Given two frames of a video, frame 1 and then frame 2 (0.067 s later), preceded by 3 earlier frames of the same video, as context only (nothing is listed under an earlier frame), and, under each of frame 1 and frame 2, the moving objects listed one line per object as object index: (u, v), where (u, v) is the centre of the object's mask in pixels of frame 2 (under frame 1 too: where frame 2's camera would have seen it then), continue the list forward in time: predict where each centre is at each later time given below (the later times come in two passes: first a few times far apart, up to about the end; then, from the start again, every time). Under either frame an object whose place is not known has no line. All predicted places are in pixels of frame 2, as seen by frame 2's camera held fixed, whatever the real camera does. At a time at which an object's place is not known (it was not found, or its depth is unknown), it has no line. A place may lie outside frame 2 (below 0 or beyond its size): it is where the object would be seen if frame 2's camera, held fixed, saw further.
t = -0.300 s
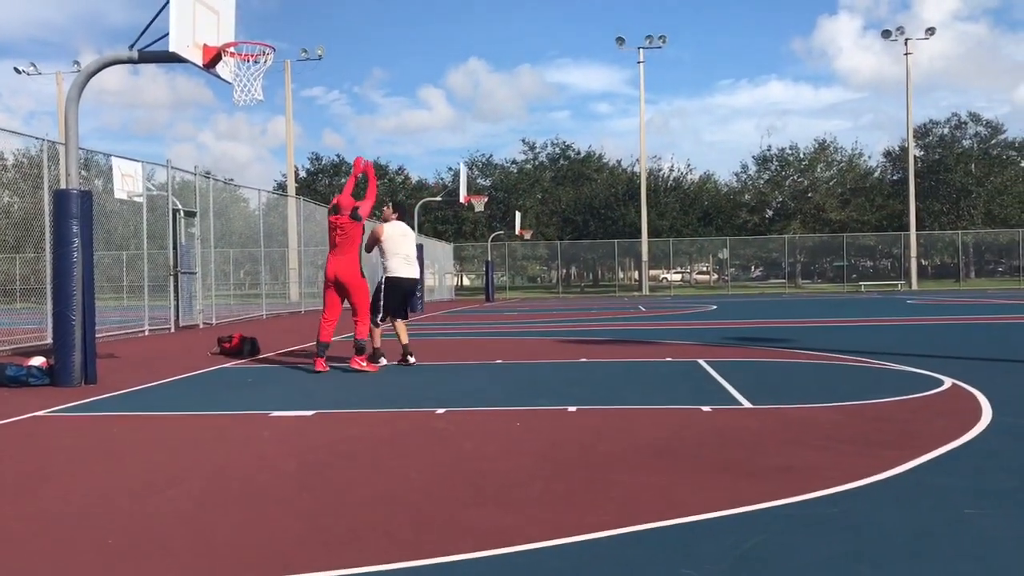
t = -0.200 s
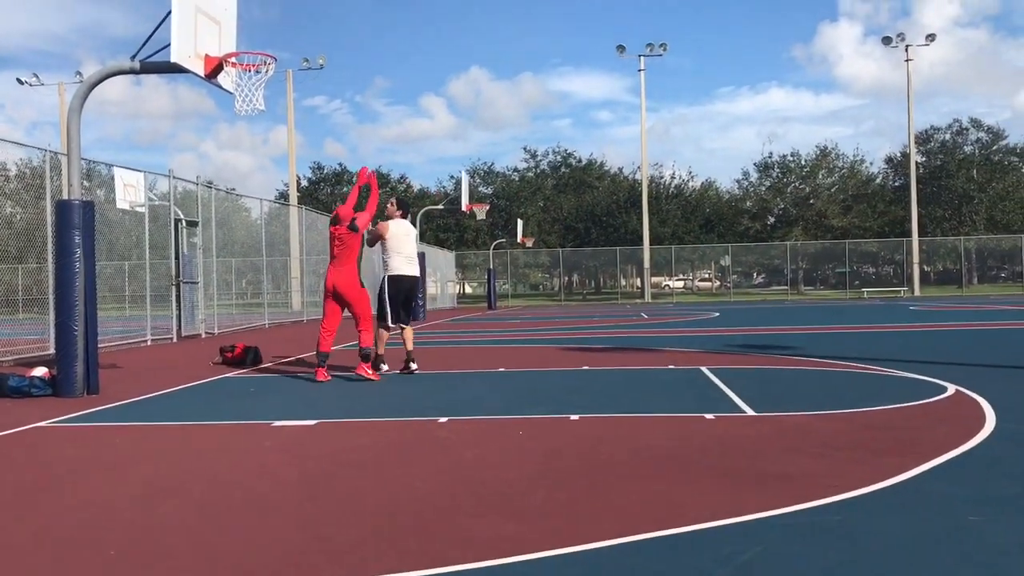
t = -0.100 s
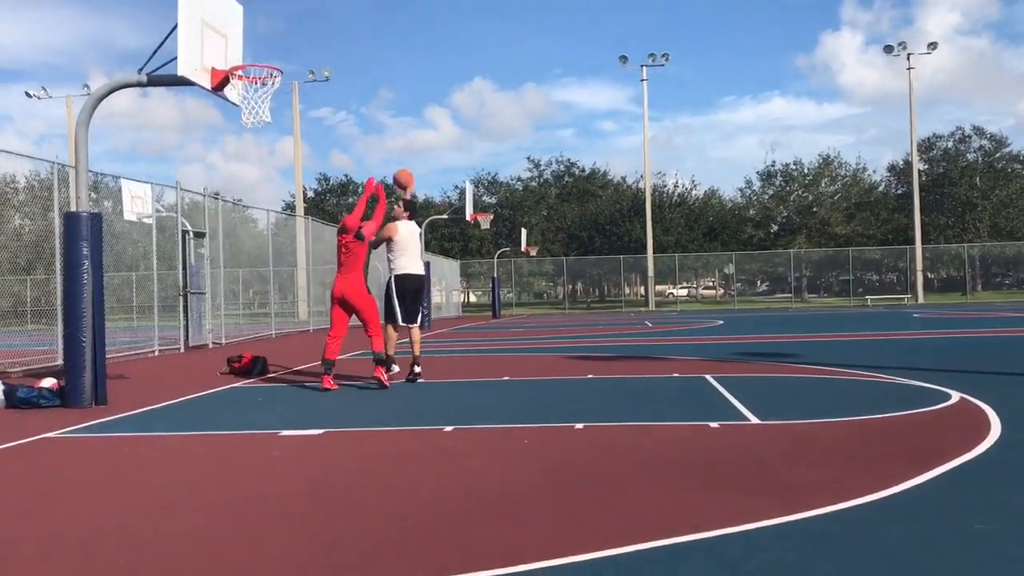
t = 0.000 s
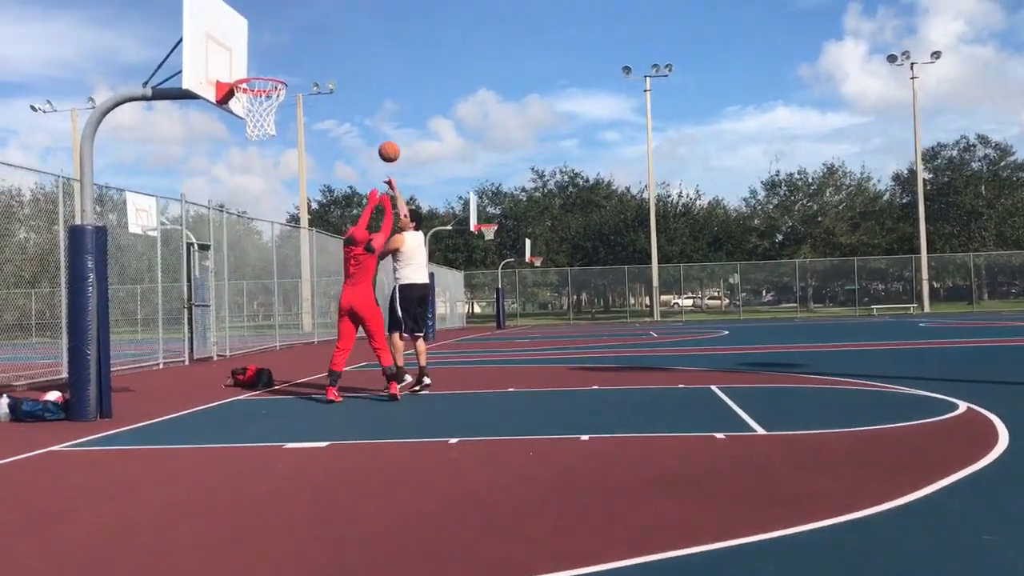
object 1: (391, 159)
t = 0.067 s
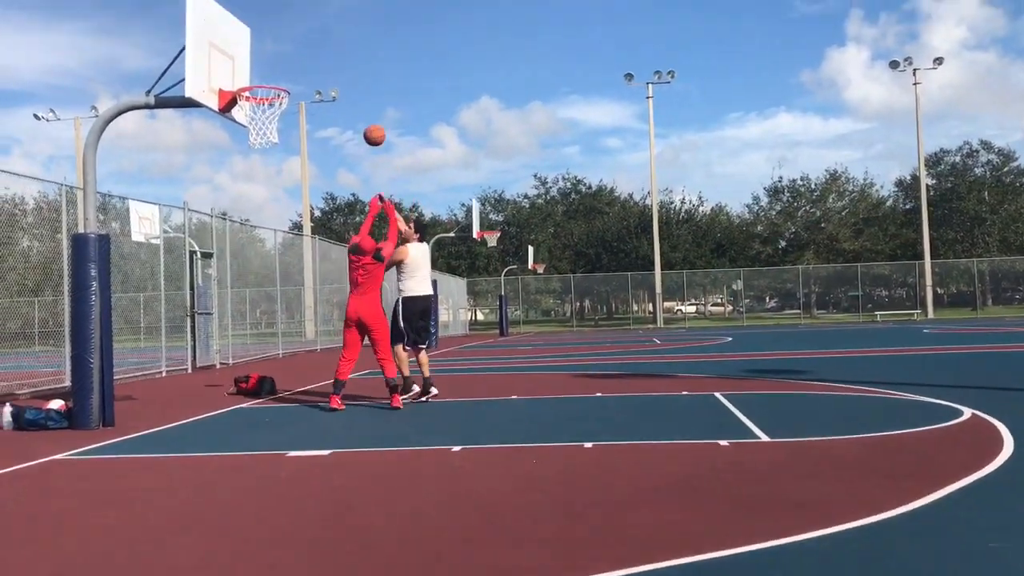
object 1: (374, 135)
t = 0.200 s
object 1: (339, 96)
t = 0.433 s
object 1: (272, 62)
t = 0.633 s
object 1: (253, 79)
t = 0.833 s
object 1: (277, 114)
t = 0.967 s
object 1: (285, 123)
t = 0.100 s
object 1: (366, 124)
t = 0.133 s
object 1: (357, 114)
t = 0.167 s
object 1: (348, 105)
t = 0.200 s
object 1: (339, 96)
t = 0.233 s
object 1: (330, 89)
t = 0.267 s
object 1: (321, 82)
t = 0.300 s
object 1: (312, 76)
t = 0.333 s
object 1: (302, 71)
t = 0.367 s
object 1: (292, 67)
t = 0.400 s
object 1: (282, 64)
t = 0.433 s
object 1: (272, 62)
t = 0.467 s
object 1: (262, 62)
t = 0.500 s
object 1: (252, 62)
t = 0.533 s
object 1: (247, 64)
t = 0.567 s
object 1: (250, 69)
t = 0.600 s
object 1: (251, 73)
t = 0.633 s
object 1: (253, 79)
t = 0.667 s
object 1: (255, 89)
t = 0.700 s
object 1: (258, 99)
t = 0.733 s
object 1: (262, 106)
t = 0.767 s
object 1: (267, 110)
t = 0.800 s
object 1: (272, 113)
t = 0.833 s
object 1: (277, 114)
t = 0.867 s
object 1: (279, 120)
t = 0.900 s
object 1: (282, 120)
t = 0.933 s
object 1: (284, 121)
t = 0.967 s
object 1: (285, 123)
